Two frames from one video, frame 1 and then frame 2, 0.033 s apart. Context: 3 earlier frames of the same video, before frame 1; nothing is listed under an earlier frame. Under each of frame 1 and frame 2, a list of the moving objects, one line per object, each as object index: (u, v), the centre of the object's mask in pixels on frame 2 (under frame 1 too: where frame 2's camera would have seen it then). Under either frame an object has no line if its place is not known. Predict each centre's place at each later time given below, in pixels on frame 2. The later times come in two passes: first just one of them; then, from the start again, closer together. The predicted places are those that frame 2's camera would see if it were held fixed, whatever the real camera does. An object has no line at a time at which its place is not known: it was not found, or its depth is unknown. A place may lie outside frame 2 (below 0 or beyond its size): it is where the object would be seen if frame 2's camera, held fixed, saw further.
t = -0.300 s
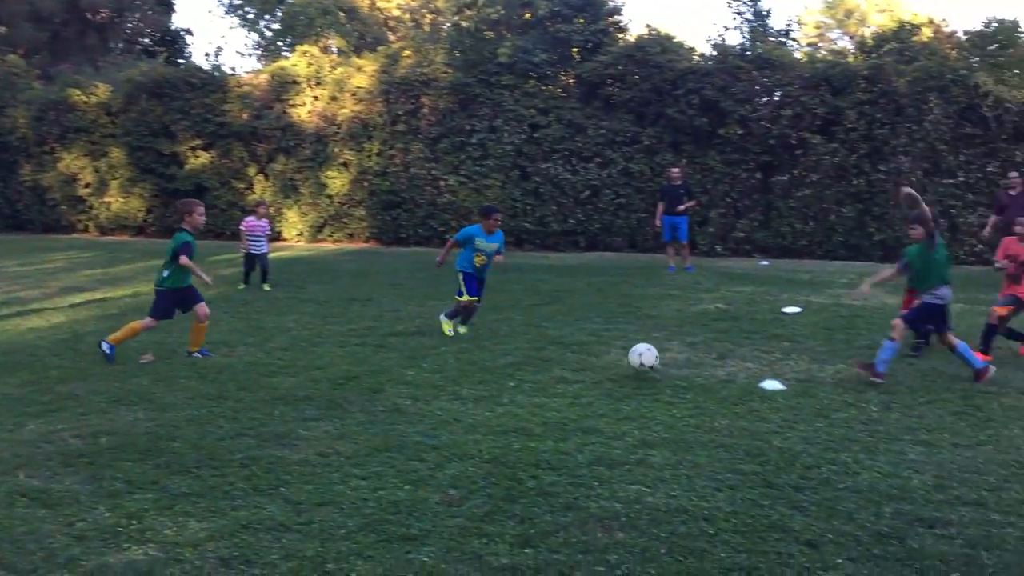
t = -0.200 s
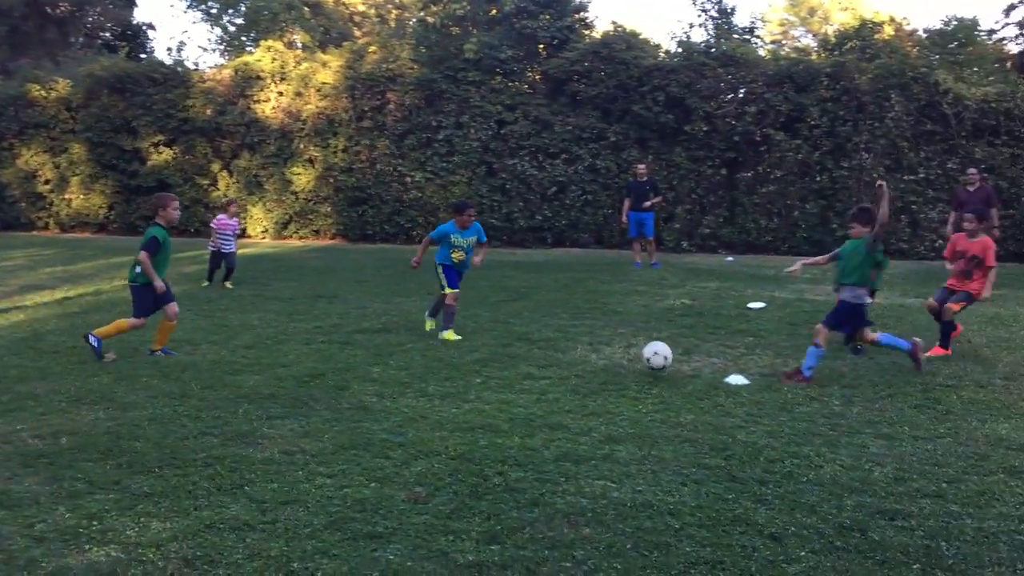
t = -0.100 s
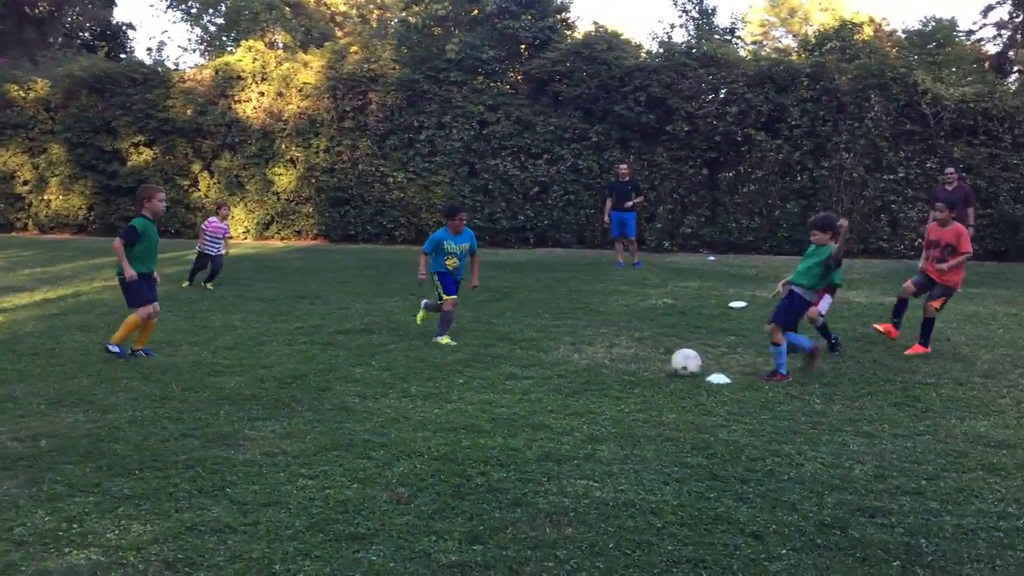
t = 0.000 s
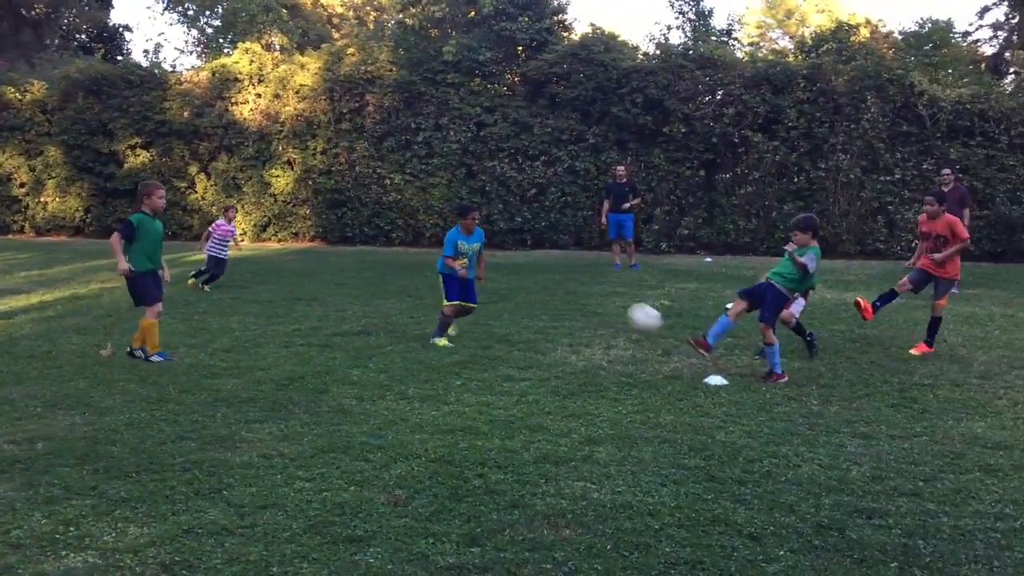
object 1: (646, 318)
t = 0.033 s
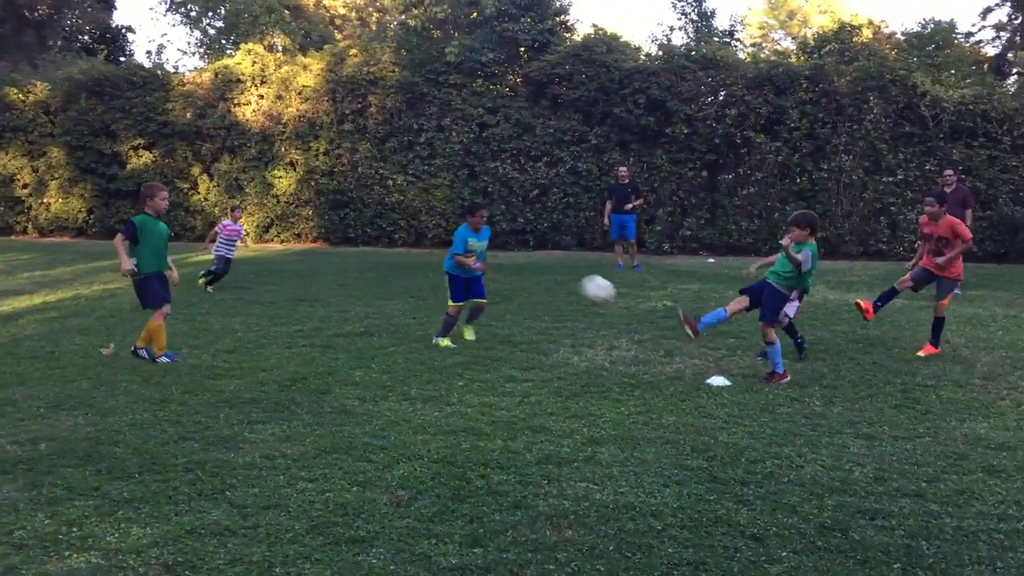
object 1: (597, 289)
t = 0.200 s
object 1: (365, 165)
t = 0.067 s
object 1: (548, 262)
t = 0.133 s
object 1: (454, 212)
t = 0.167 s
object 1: (409, 187)
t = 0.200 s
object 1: (365, 165)
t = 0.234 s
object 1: (321, 145)
